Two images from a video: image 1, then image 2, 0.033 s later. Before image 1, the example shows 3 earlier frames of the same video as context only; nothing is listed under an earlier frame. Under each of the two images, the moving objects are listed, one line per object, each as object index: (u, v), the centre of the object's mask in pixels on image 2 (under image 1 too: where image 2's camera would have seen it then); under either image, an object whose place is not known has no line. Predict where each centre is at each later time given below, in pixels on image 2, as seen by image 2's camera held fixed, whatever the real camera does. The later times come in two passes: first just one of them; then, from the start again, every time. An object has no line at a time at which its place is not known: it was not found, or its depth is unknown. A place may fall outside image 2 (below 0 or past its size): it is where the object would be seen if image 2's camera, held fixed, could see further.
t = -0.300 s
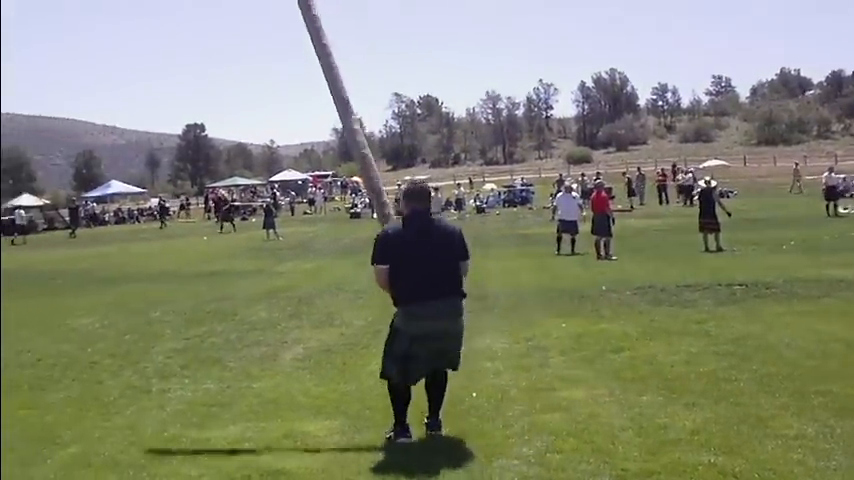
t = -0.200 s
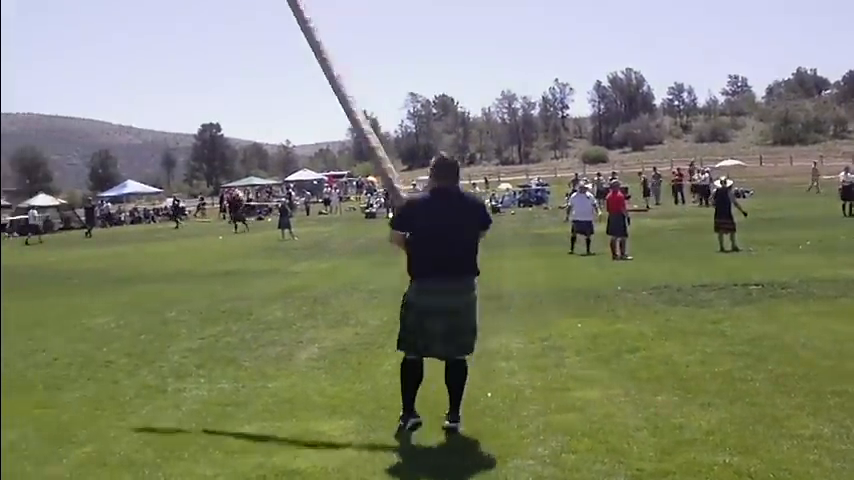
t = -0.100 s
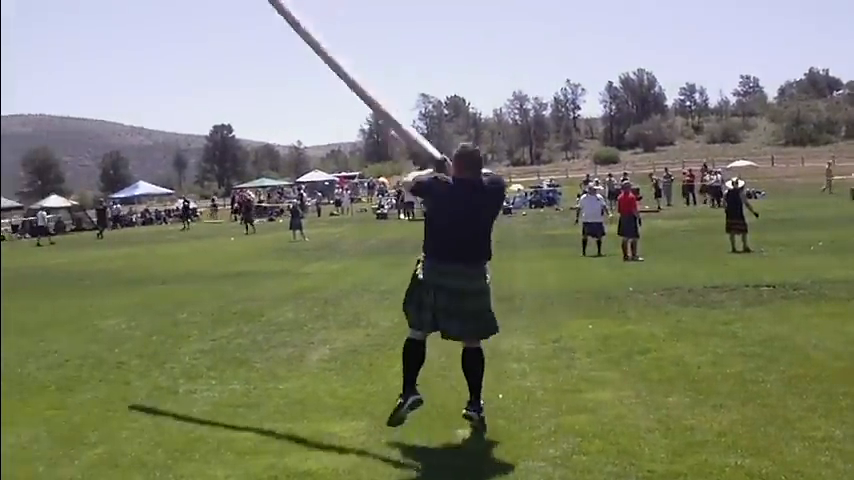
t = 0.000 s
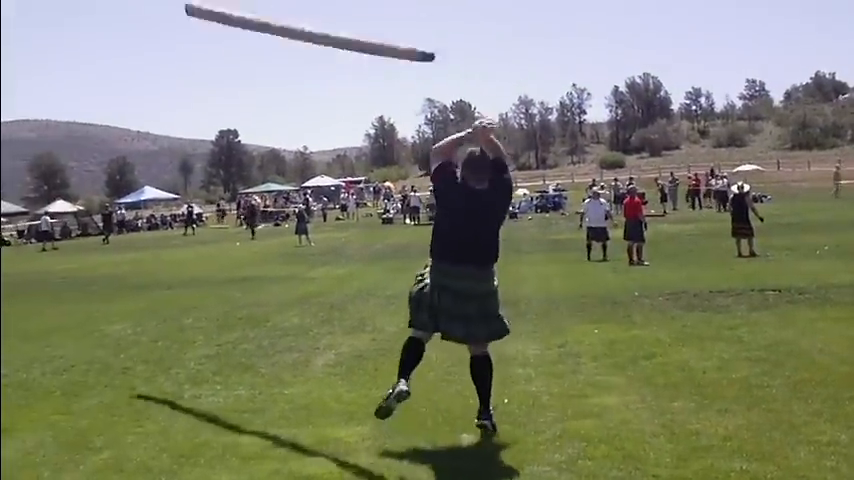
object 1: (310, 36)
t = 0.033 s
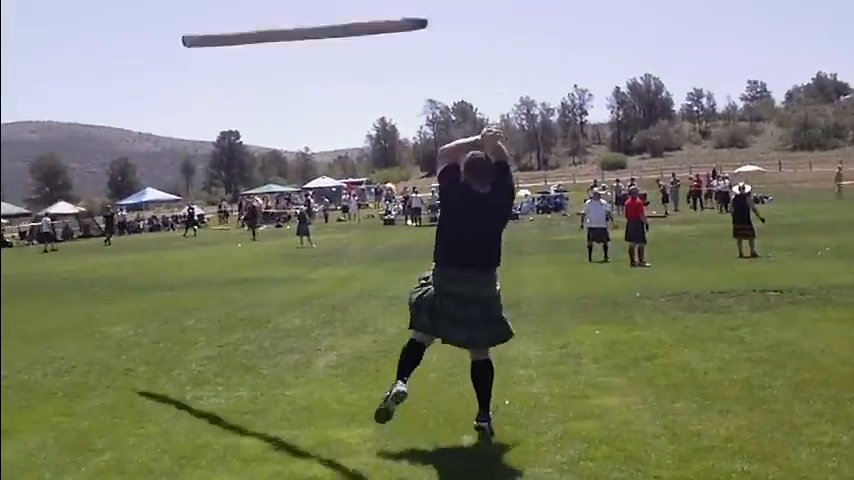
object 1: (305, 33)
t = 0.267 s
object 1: (224, 120)
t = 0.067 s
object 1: (285, 35)
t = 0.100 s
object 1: (261, 49)
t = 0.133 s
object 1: (249, 63)
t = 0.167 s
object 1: (243, 74)
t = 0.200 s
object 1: (235, 91)
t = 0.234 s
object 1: (230, 104)
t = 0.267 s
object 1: (224, 120)
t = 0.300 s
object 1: (219, 135)
